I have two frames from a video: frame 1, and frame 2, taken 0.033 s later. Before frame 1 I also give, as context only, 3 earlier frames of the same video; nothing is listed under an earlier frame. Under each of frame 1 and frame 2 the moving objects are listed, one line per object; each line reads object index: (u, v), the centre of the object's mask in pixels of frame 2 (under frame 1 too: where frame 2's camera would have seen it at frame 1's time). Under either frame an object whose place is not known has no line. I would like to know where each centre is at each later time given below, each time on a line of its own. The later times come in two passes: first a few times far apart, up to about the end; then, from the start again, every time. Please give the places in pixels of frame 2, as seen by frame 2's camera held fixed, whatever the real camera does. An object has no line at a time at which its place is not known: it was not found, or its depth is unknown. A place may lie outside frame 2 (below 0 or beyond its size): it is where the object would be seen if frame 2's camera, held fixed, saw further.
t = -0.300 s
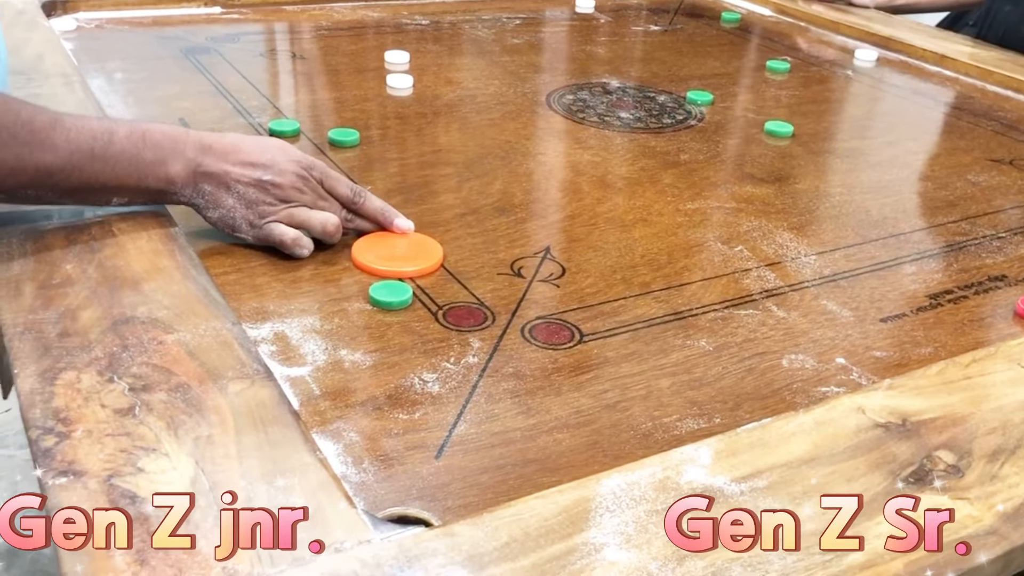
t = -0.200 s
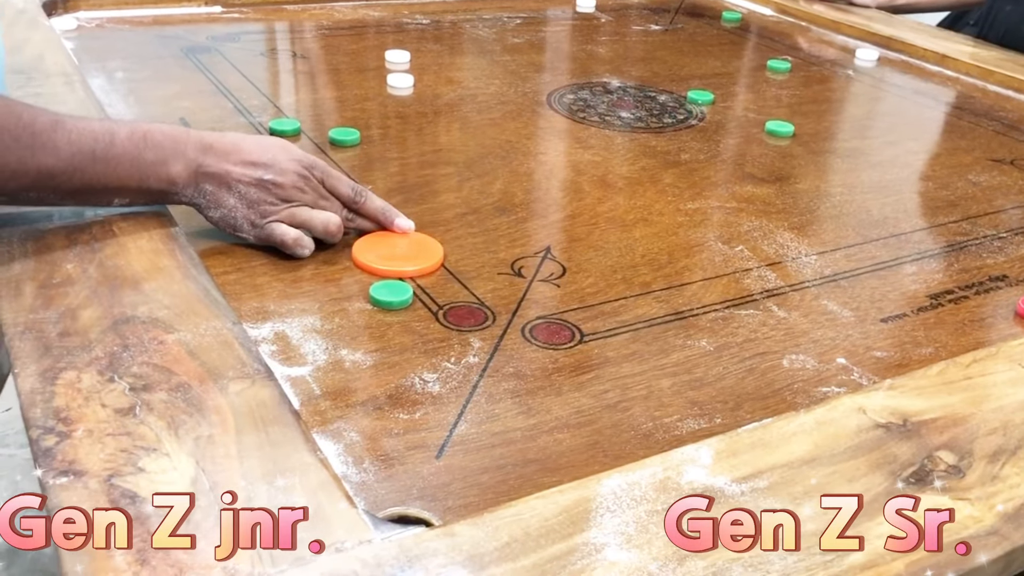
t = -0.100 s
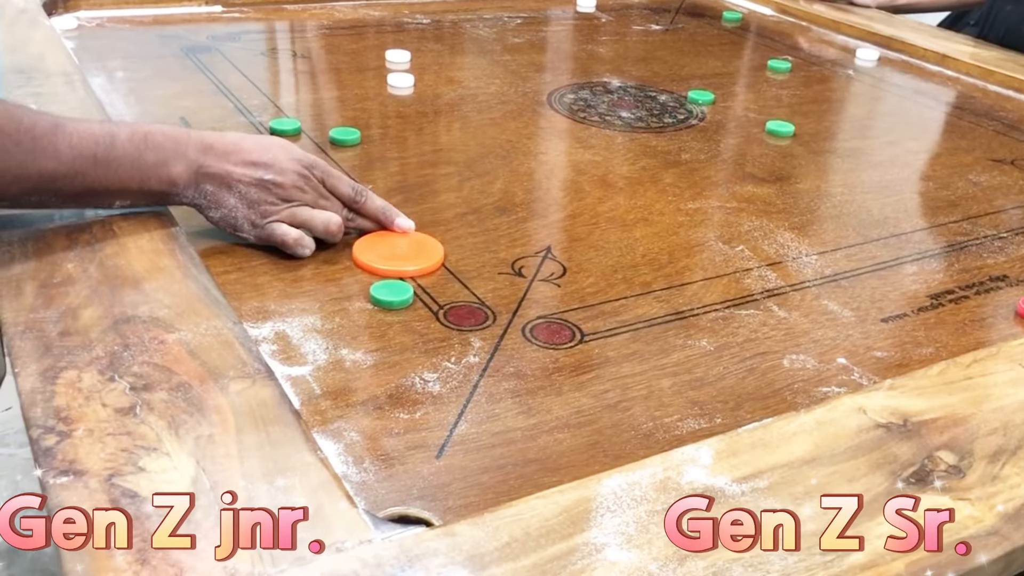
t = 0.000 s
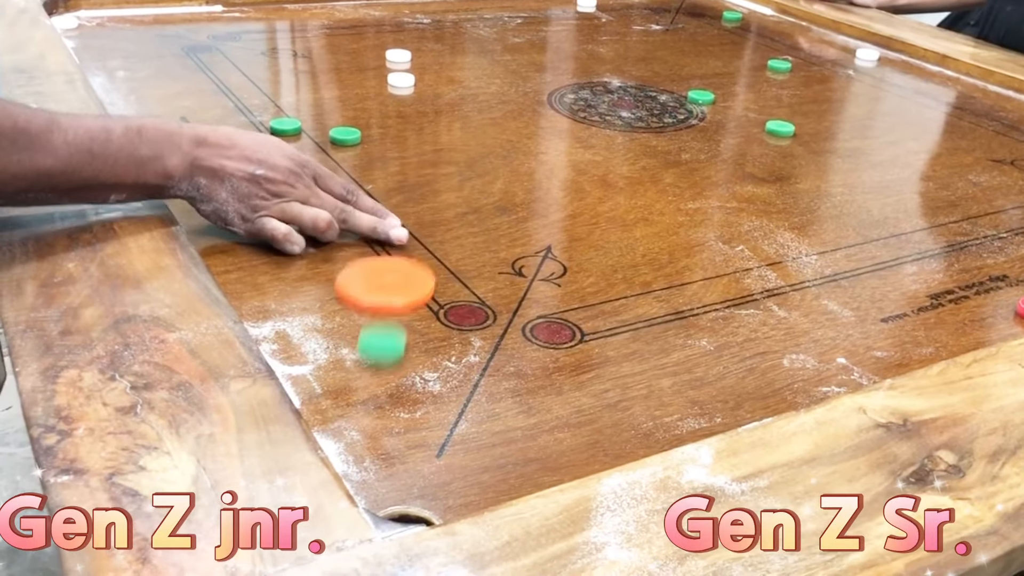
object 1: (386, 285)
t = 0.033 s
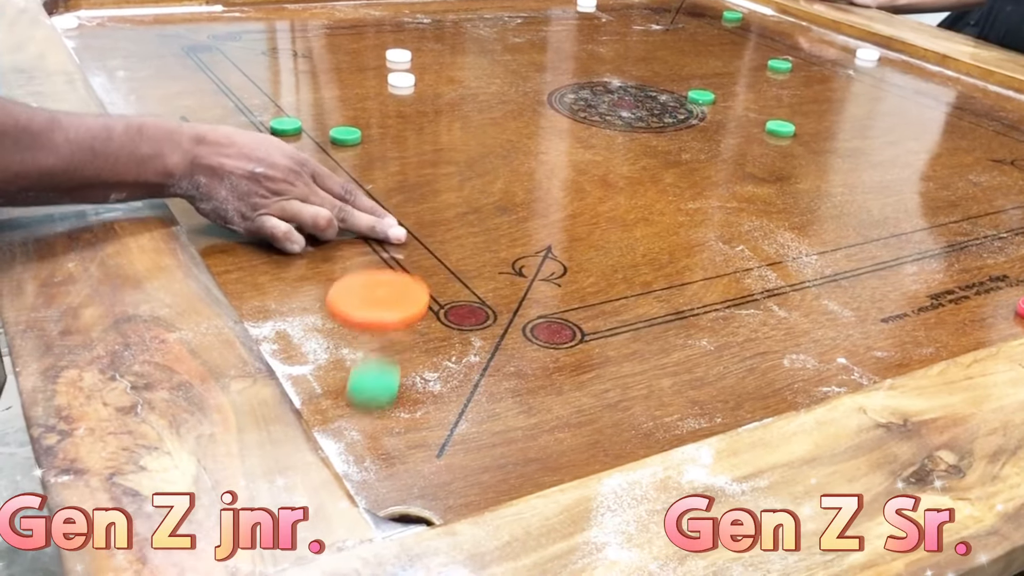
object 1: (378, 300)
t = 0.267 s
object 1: (343, 390)
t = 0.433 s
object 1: (366, 415)
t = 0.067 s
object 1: (371, 314)
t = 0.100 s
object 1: (364, 328)
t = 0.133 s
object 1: (356, 343)
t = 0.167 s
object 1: (350, 356)
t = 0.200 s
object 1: (343, 370)
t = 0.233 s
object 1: (339, 382)
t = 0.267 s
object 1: (343, 390)
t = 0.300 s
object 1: (348, 396)
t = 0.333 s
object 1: (354, 403)
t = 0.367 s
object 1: (358, 408)
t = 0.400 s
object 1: (362, 412)
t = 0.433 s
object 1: (366, 415)
